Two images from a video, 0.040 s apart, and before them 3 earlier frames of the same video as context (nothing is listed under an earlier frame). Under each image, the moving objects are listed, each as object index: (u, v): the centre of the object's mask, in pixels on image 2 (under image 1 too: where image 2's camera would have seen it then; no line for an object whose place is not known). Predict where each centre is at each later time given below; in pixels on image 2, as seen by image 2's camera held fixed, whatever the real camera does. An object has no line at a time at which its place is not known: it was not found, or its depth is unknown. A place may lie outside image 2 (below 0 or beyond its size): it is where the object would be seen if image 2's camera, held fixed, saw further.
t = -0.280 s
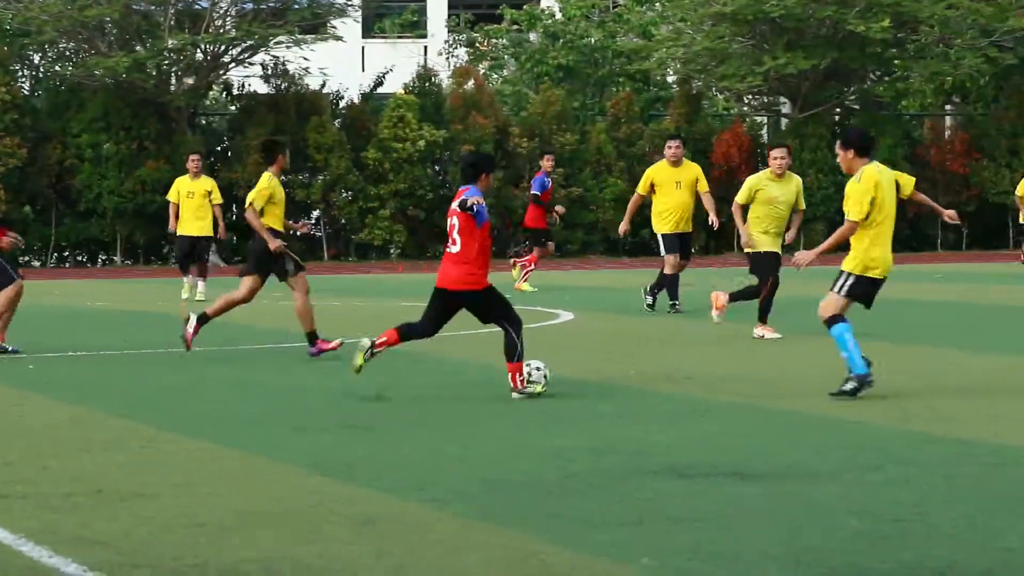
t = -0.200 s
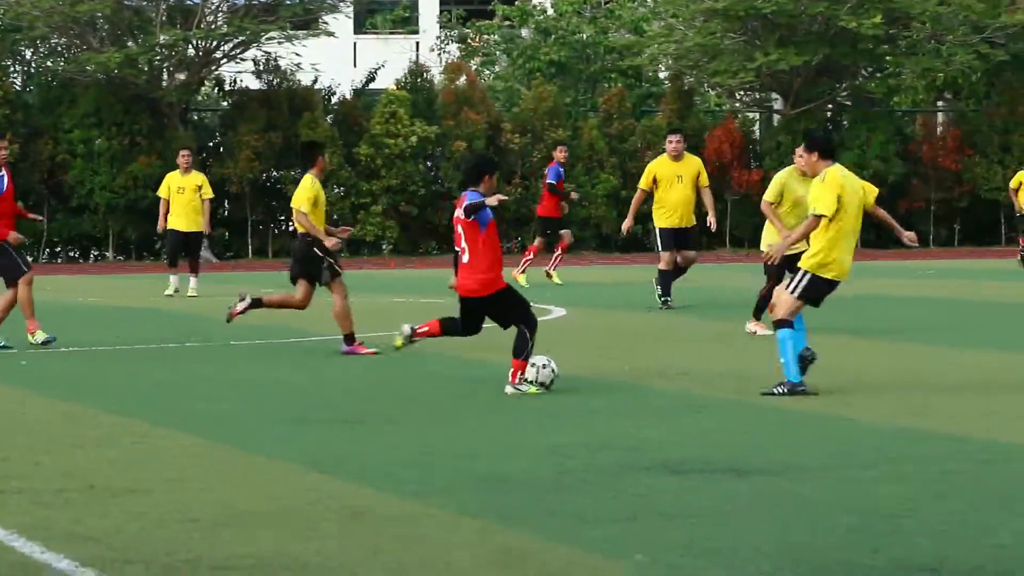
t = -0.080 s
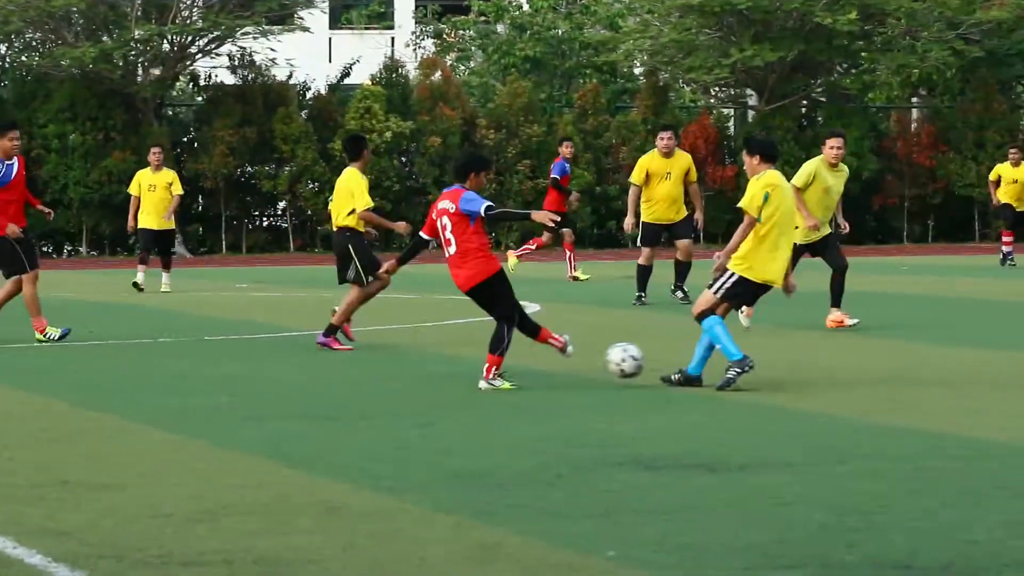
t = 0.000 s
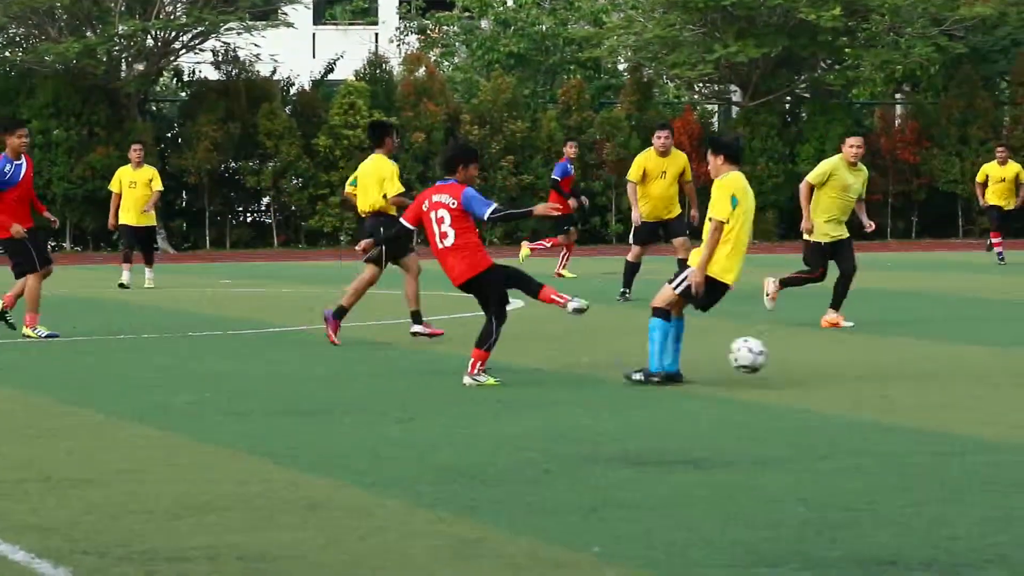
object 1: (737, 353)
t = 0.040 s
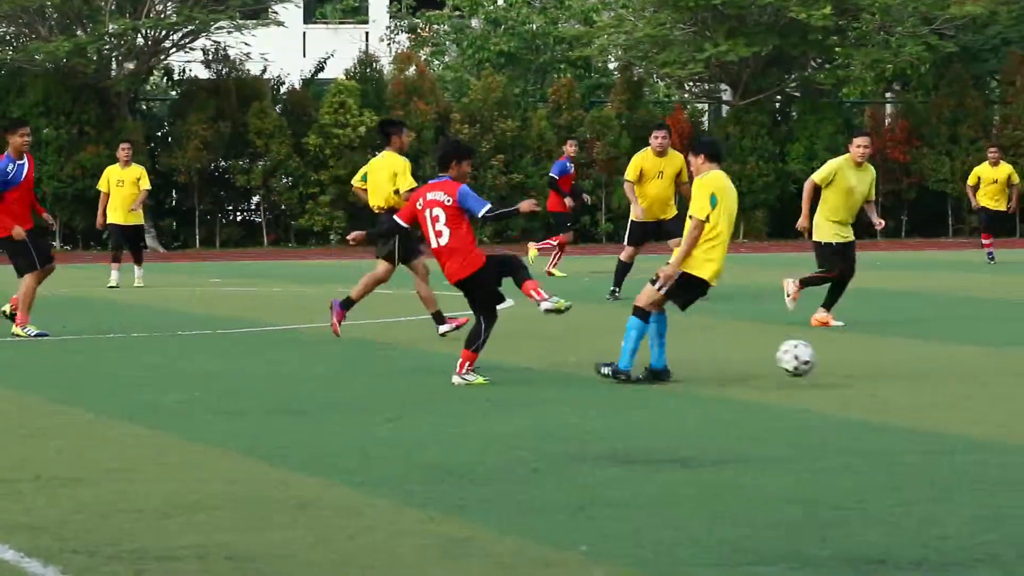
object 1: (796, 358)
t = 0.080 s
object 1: (856, 366)
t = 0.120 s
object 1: (917, 376)
